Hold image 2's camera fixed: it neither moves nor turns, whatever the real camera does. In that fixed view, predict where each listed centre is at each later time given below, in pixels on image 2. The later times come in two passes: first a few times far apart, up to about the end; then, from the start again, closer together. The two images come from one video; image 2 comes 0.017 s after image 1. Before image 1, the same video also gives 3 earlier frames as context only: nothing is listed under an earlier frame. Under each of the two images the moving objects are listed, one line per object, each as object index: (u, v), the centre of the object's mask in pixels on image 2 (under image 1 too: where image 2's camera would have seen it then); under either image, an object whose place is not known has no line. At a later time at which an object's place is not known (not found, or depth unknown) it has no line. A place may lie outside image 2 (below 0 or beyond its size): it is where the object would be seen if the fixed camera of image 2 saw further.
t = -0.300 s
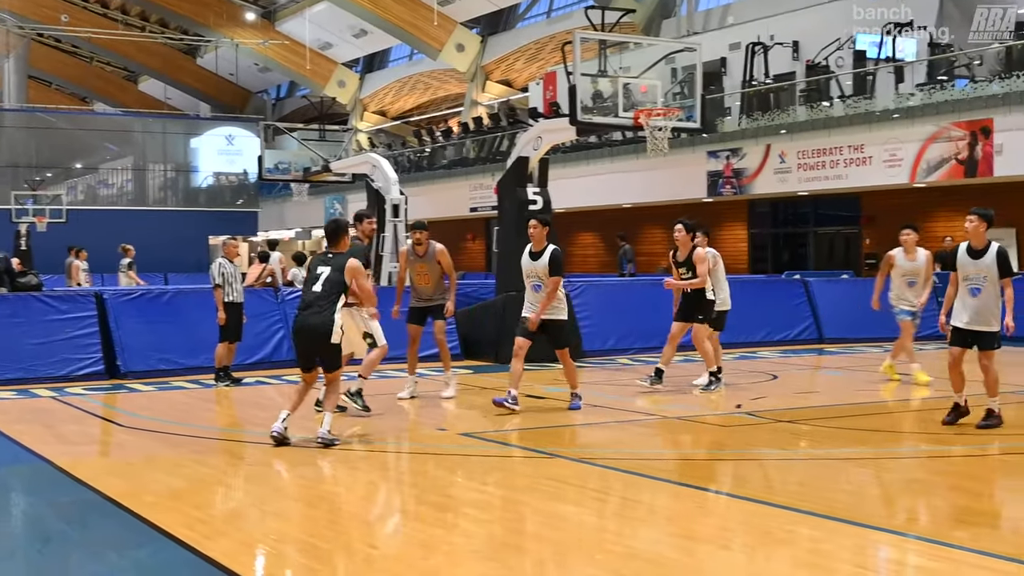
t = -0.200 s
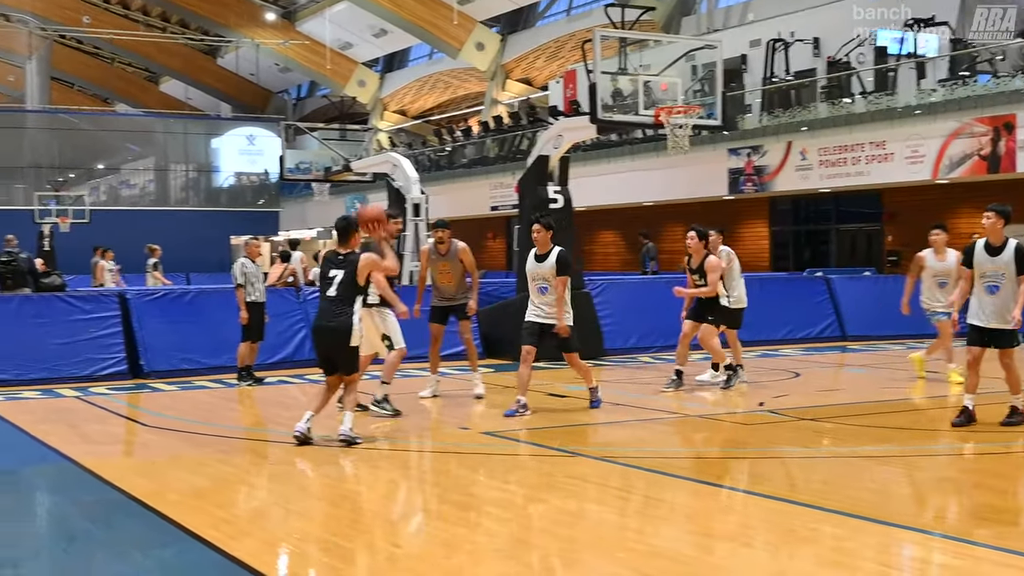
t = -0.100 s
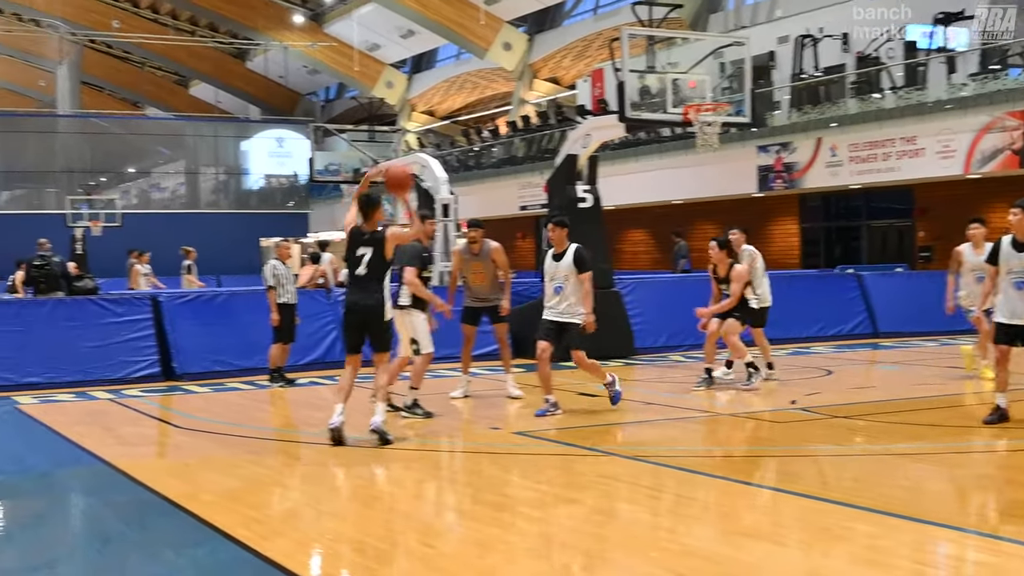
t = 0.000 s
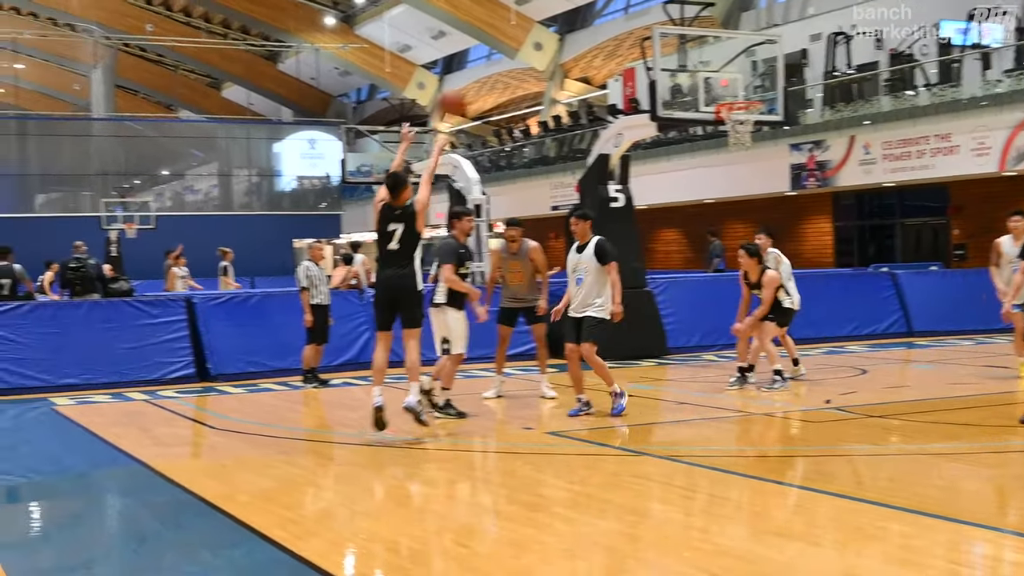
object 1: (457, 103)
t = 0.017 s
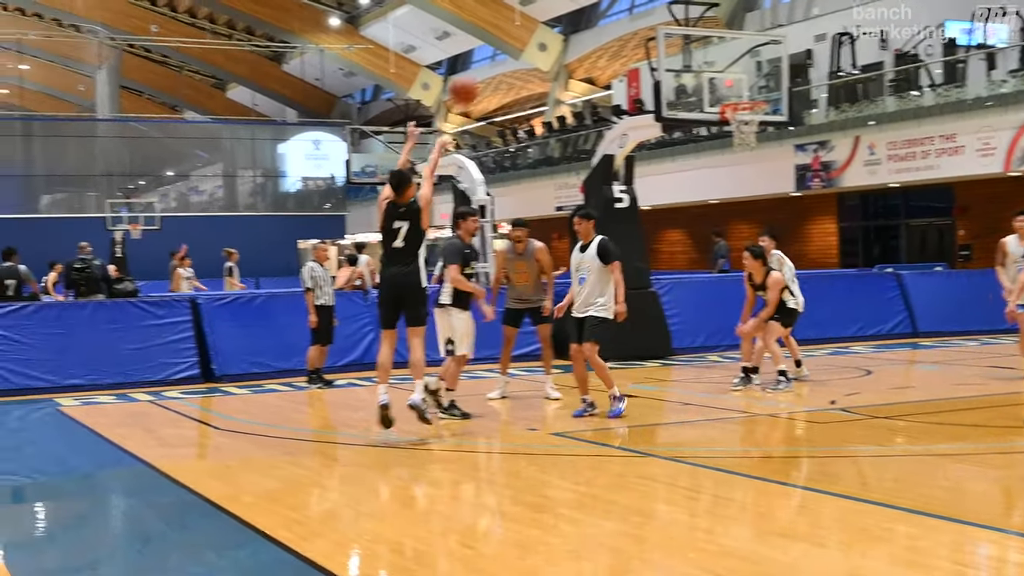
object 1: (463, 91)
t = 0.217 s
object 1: (523, -21)
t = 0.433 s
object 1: (578, -80)
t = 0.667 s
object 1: (628, -87)
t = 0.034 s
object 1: (469, 78)
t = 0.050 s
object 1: (472, 67)
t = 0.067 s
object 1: (478, 56)
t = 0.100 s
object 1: (489, 34)
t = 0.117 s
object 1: (494, 26)
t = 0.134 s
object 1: (498, 17)
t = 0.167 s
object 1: (510, 1)
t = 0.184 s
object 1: (515, -8)
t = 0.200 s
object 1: (518, -15)
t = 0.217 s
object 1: (523, -21)
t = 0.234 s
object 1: (528, -28)
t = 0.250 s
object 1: (532, -35)
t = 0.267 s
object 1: (536, -41)
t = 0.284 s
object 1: (539, -48)
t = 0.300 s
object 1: (543, -54)
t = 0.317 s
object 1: (546, -60)
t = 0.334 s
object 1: (550, -65)
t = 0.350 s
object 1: (555, -69)
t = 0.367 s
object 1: (560, -72)
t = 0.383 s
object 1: (565, -73)
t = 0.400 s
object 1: (569, -76)
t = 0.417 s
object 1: (573, -79)
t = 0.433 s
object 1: (578, -80)
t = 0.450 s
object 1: (582, -83)
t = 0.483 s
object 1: (589, -89)
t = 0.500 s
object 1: (592, -90)
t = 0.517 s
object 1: (597, -91)
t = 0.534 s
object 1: (600, -92)
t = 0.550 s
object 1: (604, -92)
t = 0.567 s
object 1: (608, -92)
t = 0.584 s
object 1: (611, -92)
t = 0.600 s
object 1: (614, -91)
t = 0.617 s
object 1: (618, -90)
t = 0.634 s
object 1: (622, -90)
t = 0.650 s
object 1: (625, -88)
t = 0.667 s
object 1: (628, -87)
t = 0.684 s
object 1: (632, -85)
